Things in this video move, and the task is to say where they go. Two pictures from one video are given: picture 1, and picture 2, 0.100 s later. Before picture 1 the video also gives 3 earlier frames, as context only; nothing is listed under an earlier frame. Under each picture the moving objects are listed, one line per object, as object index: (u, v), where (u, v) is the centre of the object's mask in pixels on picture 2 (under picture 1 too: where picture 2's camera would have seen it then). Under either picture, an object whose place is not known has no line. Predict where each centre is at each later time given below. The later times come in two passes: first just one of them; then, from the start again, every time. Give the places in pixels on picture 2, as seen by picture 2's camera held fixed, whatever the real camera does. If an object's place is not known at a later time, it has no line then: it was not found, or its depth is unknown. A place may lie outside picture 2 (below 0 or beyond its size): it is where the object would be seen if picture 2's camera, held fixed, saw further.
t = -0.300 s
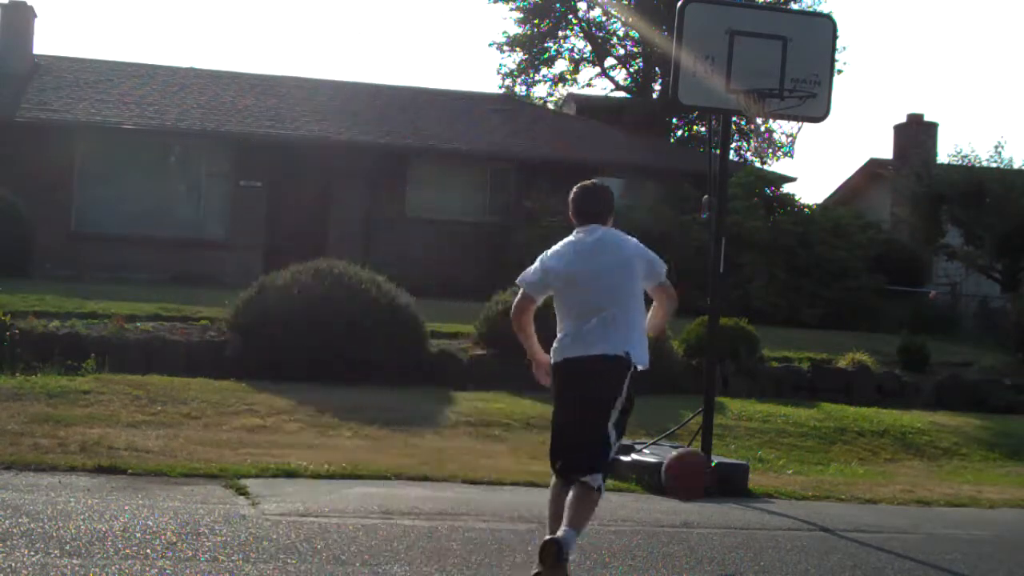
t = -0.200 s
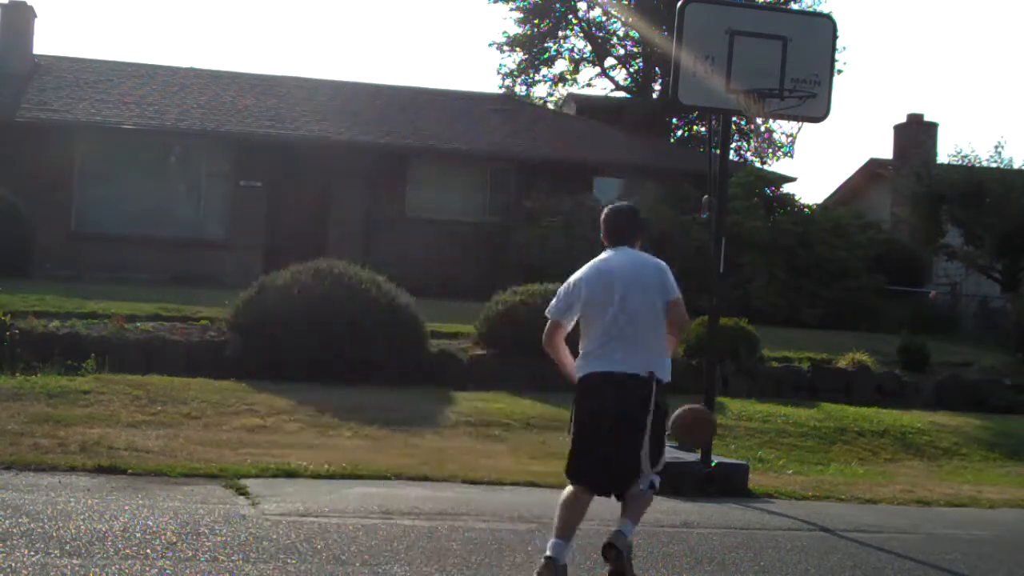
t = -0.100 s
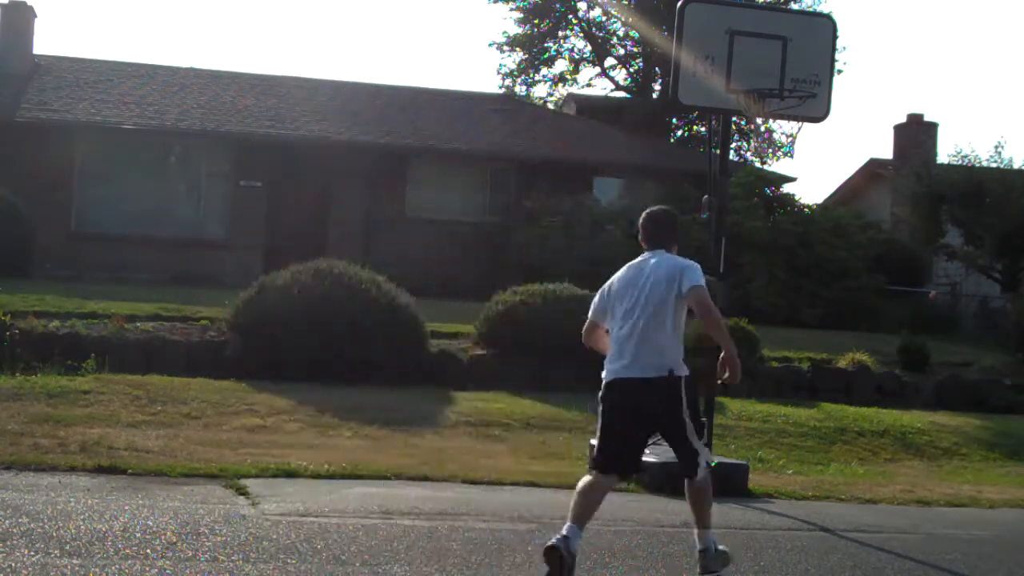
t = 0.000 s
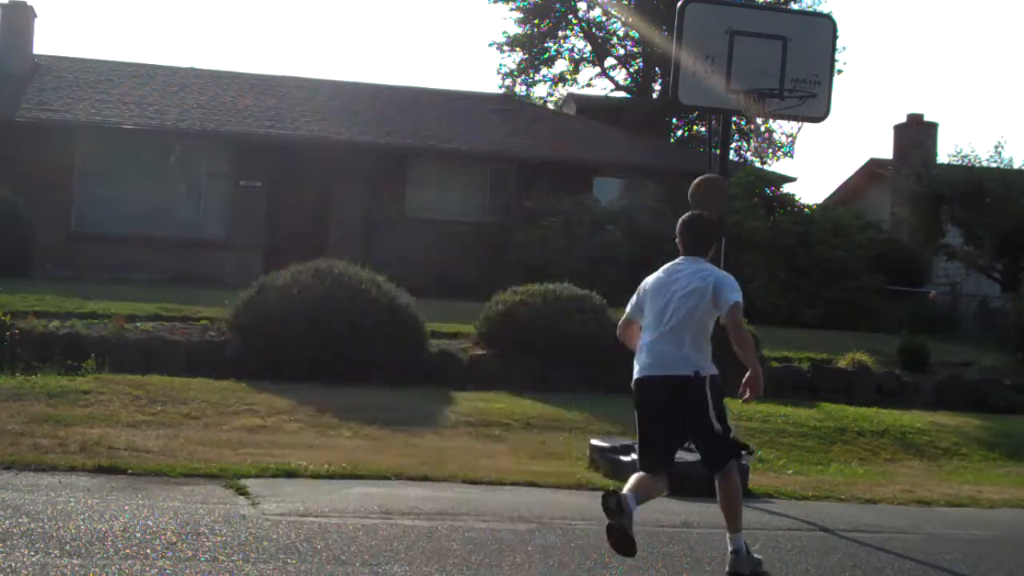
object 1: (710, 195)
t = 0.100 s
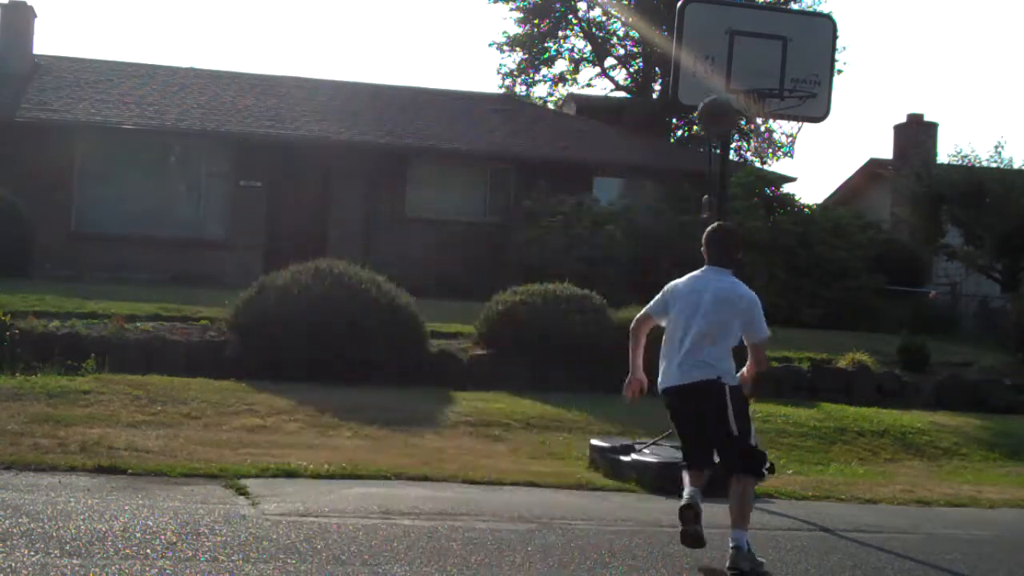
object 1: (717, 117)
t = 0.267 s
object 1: (726, 34)
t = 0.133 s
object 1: (715, 96)
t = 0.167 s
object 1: (721, 78)
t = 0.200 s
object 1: (723, 59)
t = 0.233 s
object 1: (724, 46)
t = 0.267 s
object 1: (726, 34)
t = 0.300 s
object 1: (728, 23)
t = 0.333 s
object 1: (729, 16)
